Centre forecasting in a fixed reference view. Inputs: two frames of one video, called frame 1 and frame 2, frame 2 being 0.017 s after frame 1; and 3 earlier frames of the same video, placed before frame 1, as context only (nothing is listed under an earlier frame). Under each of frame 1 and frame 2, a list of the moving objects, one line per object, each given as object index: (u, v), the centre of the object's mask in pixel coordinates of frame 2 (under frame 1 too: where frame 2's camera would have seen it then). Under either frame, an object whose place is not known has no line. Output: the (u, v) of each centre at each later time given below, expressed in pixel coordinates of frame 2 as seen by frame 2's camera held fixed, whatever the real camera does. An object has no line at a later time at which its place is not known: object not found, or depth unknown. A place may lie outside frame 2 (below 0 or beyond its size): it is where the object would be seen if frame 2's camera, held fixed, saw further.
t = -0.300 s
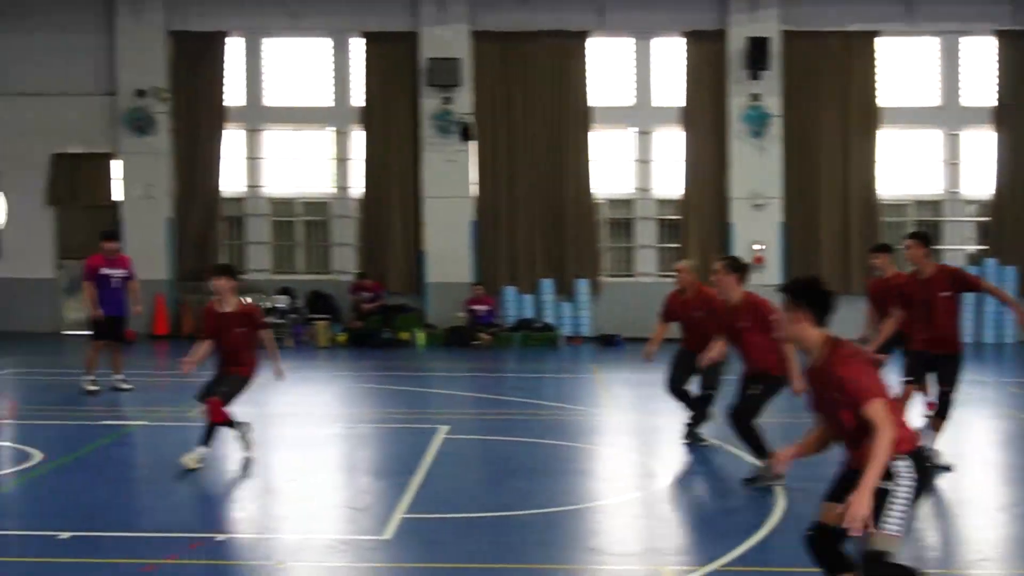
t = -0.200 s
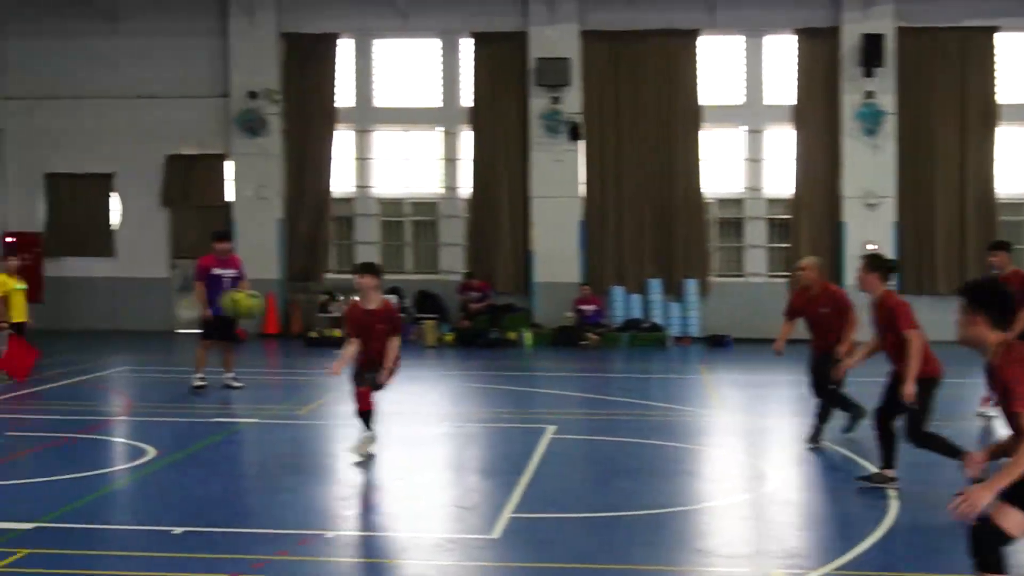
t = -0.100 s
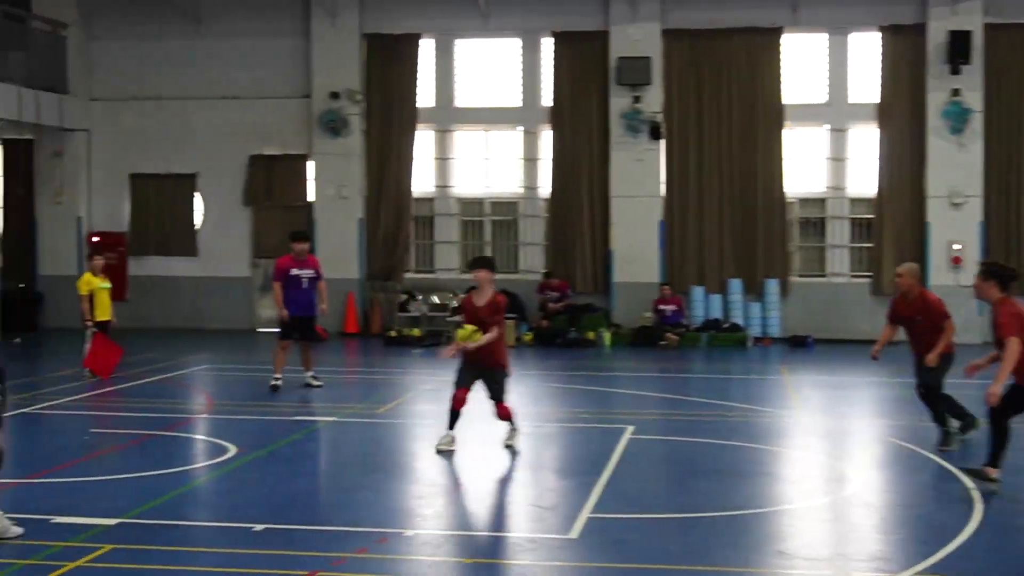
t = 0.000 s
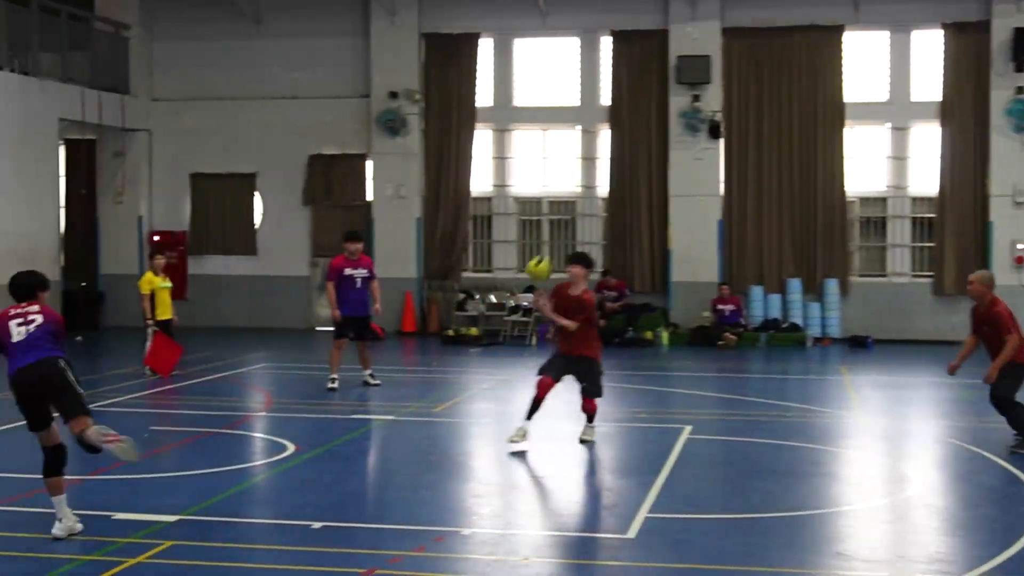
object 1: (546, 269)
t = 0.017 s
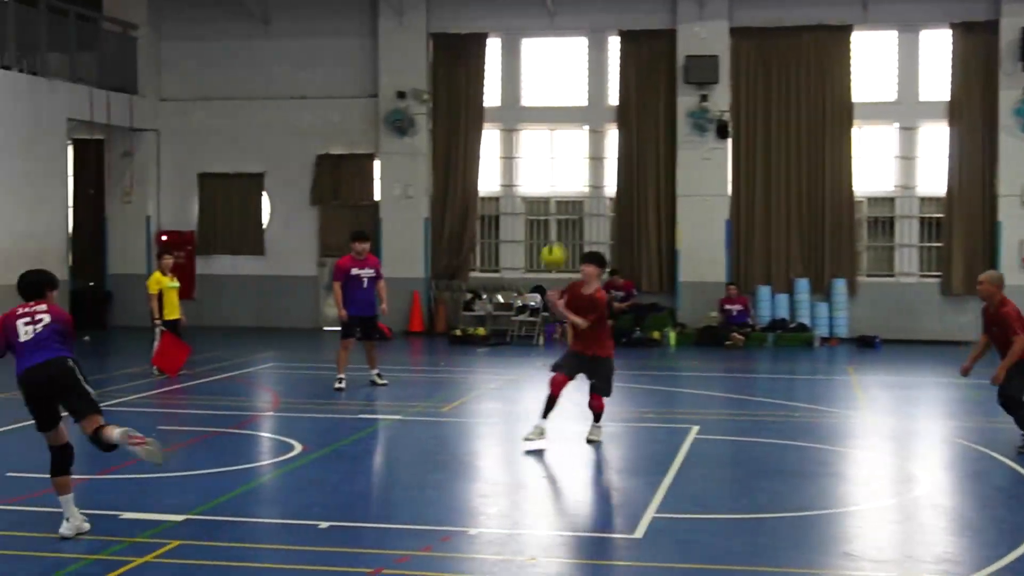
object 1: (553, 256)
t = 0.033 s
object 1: (559, 243)
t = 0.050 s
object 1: (566, 232)
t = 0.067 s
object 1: (572, 220)
